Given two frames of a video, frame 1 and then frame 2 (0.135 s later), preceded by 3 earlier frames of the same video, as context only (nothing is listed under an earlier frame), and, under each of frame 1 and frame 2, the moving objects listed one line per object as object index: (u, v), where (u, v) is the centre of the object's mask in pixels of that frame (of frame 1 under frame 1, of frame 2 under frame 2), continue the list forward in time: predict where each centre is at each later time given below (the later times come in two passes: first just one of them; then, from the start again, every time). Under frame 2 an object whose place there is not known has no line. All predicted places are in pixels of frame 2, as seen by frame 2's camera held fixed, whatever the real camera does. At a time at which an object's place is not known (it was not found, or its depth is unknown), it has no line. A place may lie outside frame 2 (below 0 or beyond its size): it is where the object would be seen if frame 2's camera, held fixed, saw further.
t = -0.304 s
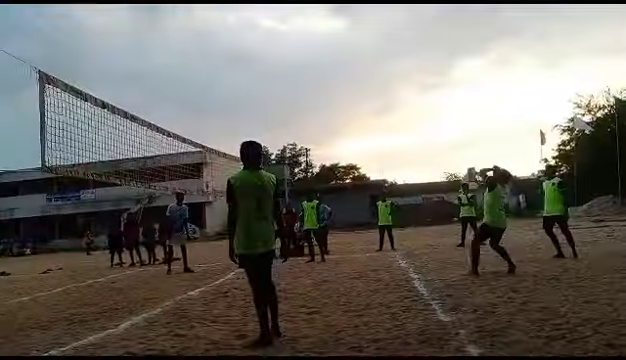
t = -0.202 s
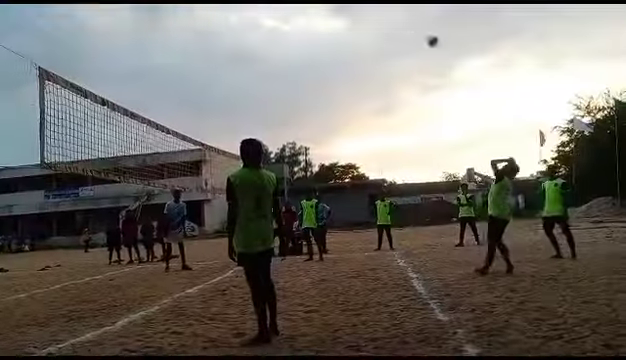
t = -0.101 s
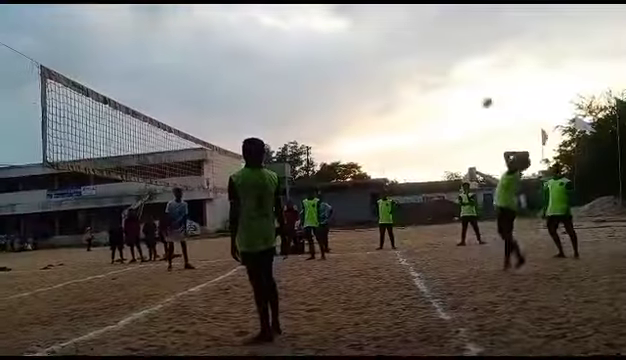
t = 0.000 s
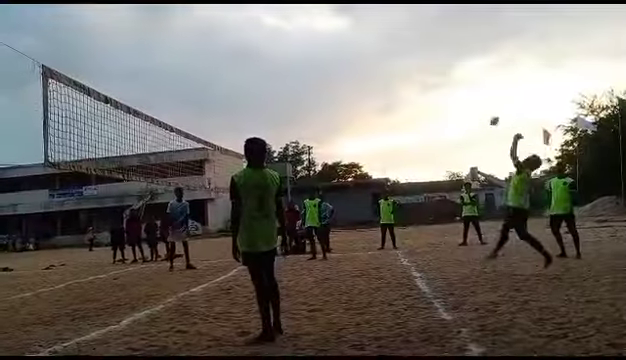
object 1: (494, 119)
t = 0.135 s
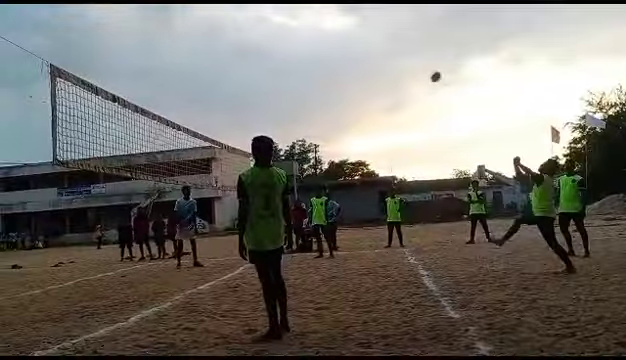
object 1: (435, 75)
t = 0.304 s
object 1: (358, 42)
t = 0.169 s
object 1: (419, 65)
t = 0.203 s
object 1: (404, 58)
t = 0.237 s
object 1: (389, 51)
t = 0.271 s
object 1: (373, 46)
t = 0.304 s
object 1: (358, 42)
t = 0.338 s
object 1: (344, 38)
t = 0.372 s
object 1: (330, 34)
